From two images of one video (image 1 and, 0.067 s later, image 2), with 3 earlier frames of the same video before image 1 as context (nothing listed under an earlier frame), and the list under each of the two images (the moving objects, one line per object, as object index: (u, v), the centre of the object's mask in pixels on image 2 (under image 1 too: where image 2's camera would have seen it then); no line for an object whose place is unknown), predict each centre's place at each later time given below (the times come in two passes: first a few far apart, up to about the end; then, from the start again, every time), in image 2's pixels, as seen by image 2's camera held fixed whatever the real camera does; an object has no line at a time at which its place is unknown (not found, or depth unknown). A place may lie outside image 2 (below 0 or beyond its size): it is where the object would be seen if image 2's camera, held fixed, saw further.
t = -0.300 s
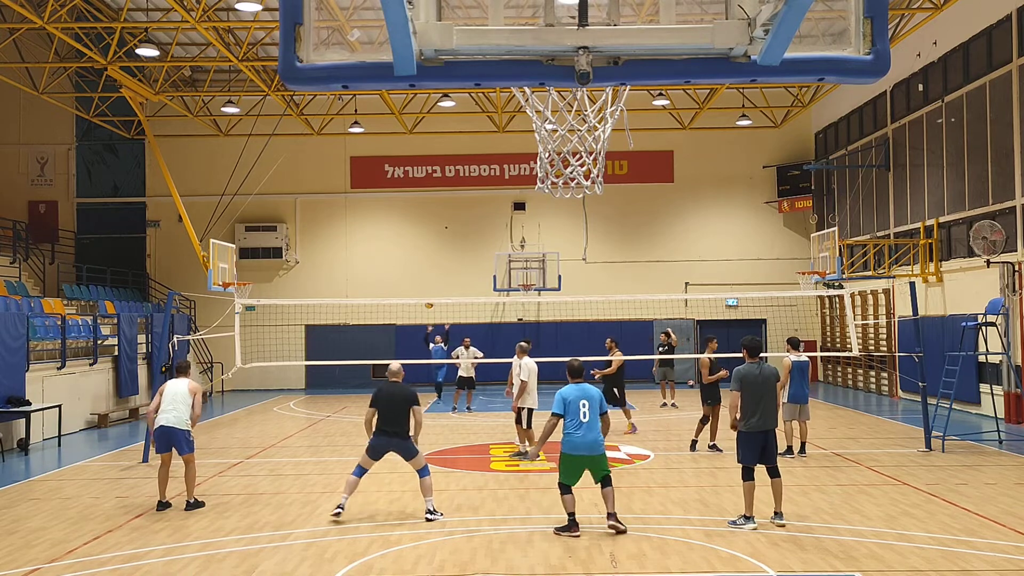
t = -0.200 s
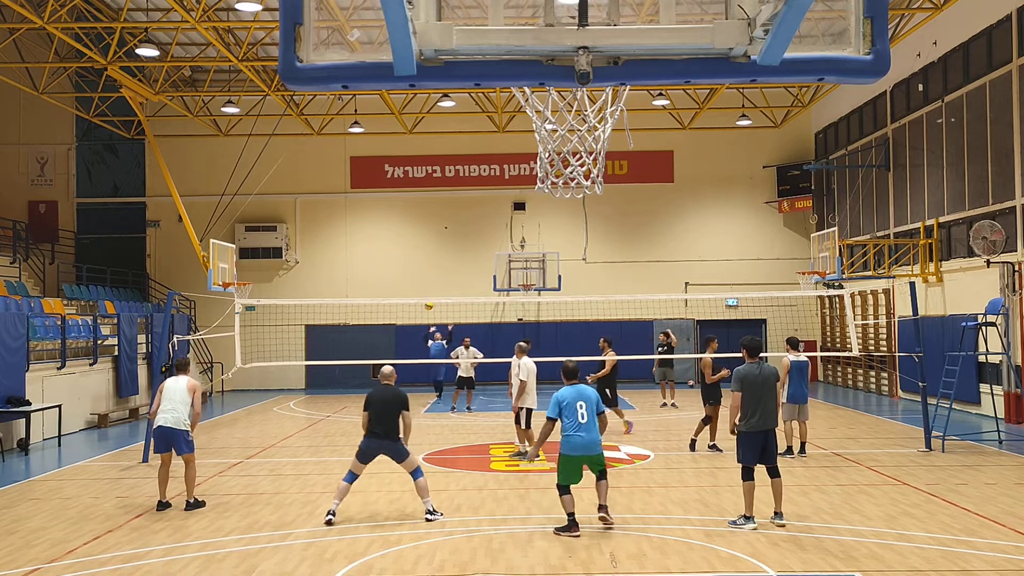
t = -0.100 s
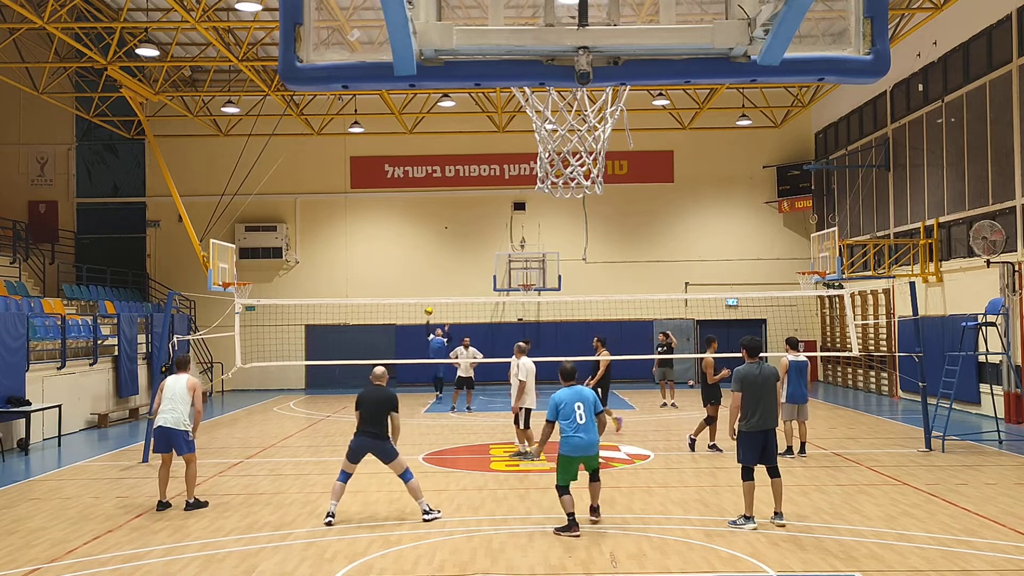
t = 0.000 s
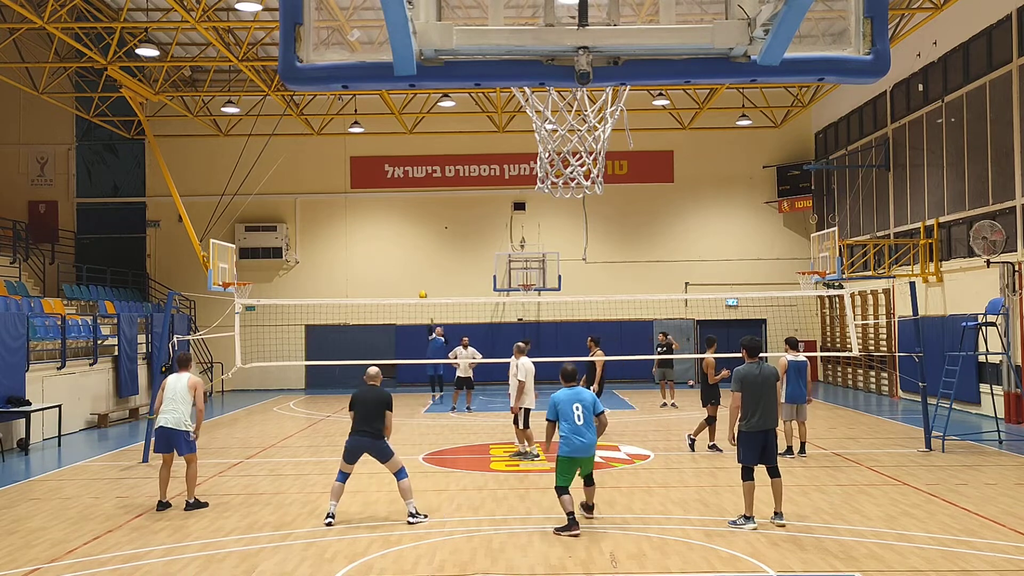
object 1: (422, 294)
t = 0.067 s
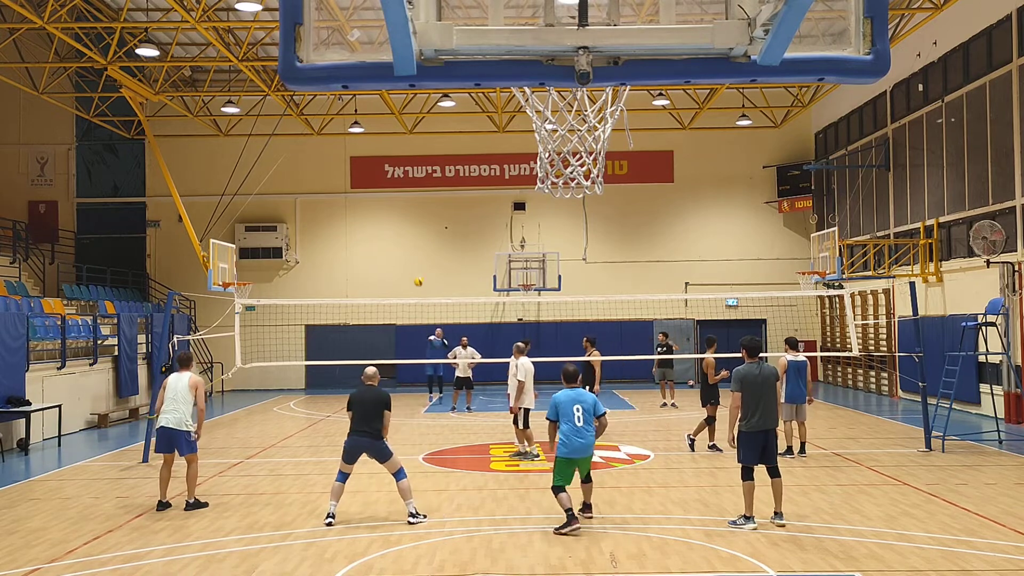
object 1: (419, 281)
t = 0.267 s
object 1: (403, 250)
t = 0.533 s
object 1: (378, 232)
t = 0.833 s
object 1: (334, 269)
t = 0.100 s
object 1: (417, 276)
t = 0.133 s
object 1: (414, 270)
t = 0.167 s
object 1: (412, 264)
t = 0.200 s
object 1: (409, 259)
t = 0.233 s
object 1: (406, 254)
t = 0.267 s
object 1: (403, 250)
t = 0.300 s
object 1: (400, 246)
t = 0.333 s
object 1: (397, 242)
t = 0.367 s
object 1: (394, 239)
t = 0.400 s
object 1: (392, 237)
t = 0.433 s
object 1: (388, 235)
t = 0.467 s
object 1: (385, 234)
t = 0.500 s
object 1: (382, 232)
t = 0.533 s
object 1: (378, 232)
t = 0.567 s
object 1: (374, 233)
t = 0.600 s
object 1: (370, 235)
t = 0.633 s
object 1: (366, 237)
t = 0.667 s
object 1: (361, 239)
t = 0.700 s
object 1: (356, 244)
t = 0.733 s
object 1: (351, 248)
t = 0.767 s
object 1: (346, 254)
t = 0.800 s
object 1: (340, 261)
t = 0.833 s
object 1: (334, 269)
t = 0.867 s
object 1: (327, 279)
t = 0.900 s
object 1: (321, 290)
